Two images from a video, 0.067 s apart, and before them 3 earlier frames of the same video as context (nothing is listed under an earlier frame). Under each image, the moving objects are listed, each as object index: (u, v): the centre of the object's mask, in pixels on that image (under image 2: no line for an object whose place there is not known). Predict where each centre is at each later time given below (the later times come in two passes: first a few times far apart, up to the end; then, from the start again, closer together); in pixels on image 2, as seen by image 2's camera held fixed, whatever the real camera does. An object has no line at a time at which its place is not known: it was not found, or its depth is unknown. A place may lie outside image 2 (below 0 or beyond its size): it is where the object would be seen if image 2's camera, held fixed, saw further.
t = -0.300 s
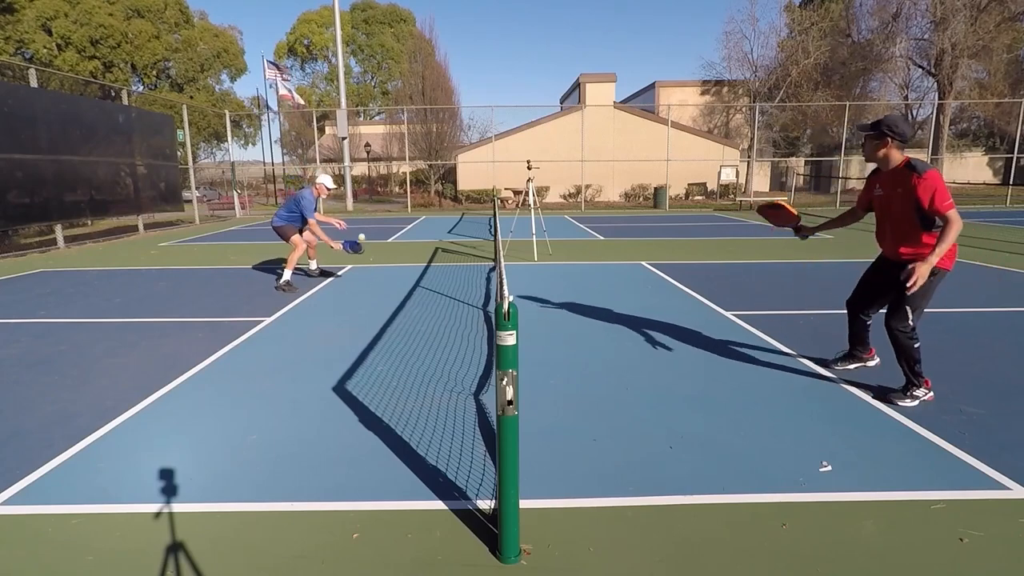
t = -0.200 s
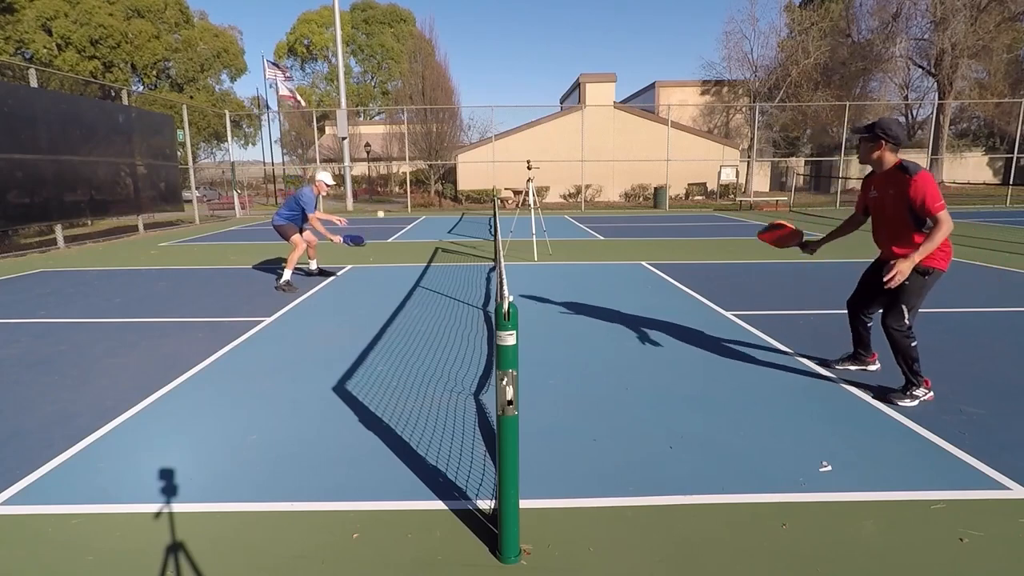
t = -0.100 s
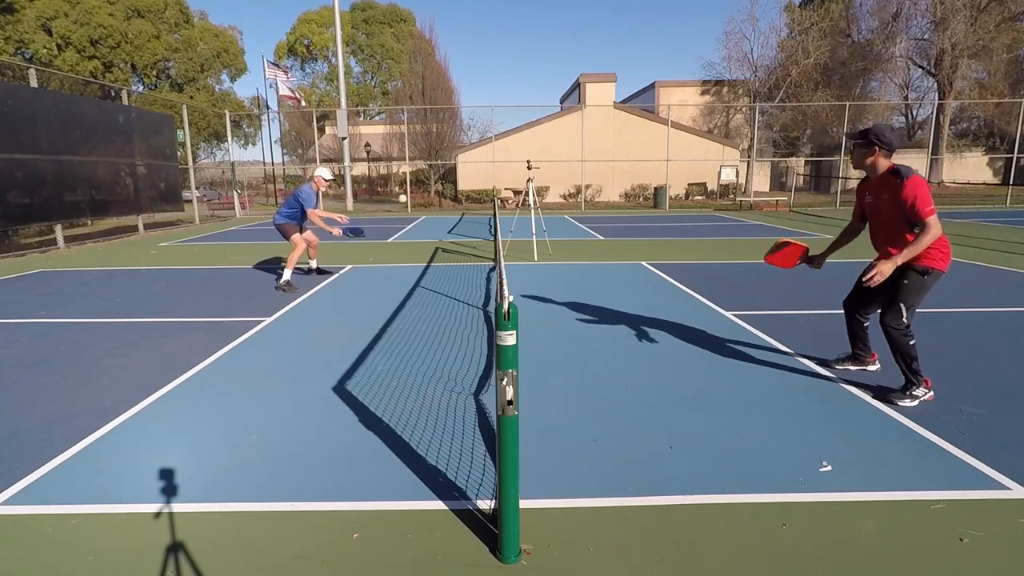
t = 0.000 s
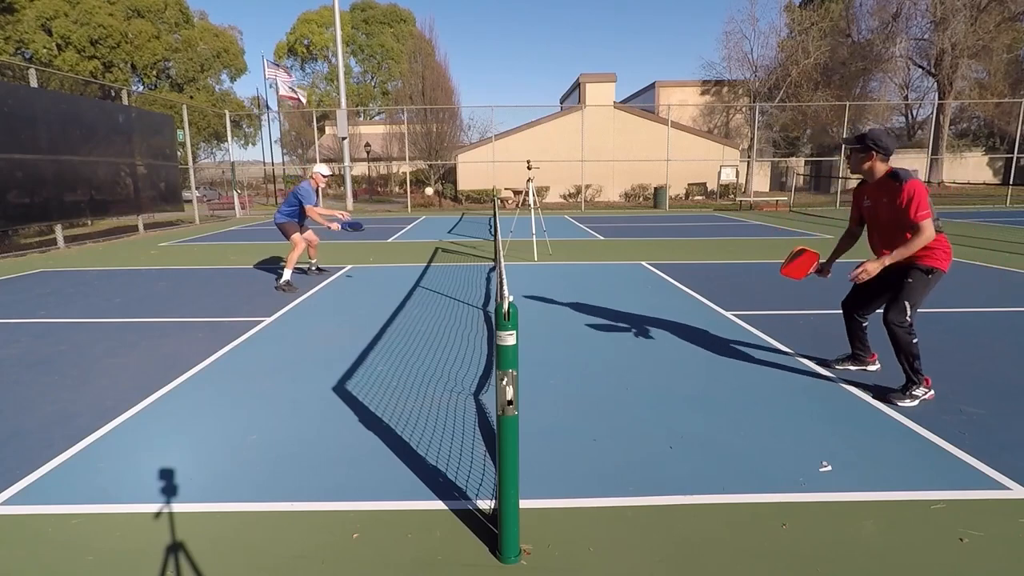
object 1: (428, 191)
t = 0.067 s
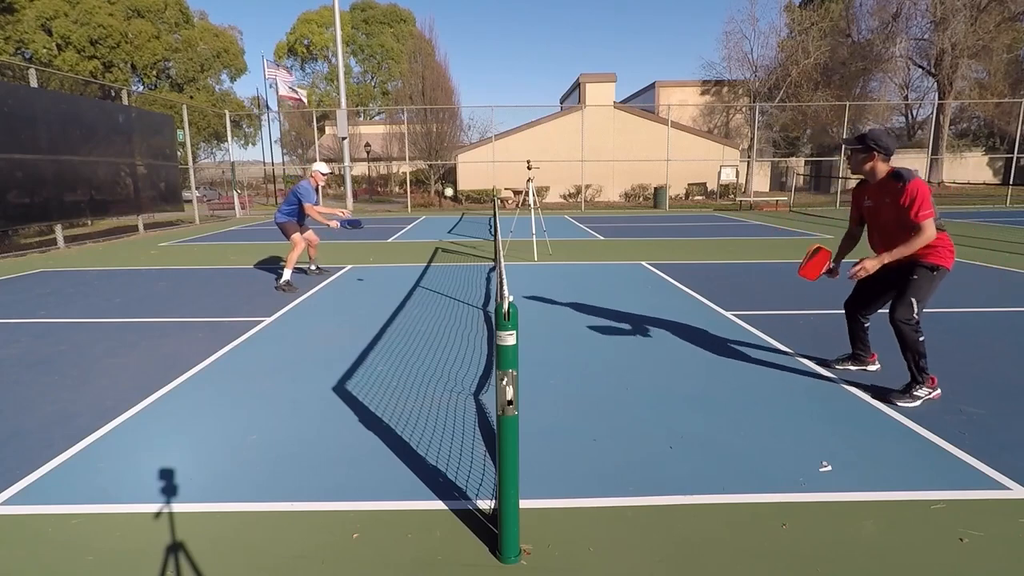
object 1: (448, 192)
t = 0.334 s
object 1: (550, 256)
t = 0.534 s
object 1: (647, 372)
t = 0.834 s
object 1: (757, 315)
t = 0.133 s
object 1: (470, 198)
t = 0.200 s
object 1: (494, 210)
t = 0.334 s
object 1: (550, 256)
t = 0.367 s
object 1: (565, 274)
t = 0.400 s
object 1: (581, 293)
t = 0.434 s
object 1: (598, 314)
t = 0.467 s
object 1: (615, 338)
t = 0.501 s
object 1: (632, 365)
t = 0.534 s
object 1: (647, 372)
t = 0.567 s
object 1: (658, 359)
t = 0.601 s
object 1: (669, 348)
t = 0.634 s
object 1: (681, 338)
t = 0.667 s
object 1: (693, 330)
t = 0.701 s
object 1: (706, 323)
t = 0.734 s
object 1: (718, 318)
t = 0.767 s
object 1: (731, 315)
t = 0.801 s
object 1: (744, 314)
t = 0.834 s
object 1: (757, 315)
